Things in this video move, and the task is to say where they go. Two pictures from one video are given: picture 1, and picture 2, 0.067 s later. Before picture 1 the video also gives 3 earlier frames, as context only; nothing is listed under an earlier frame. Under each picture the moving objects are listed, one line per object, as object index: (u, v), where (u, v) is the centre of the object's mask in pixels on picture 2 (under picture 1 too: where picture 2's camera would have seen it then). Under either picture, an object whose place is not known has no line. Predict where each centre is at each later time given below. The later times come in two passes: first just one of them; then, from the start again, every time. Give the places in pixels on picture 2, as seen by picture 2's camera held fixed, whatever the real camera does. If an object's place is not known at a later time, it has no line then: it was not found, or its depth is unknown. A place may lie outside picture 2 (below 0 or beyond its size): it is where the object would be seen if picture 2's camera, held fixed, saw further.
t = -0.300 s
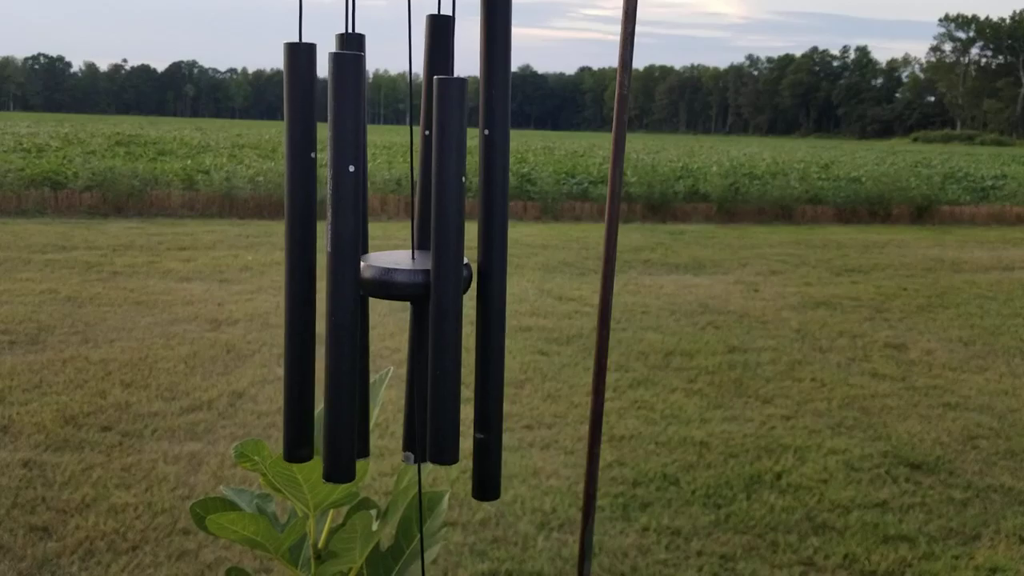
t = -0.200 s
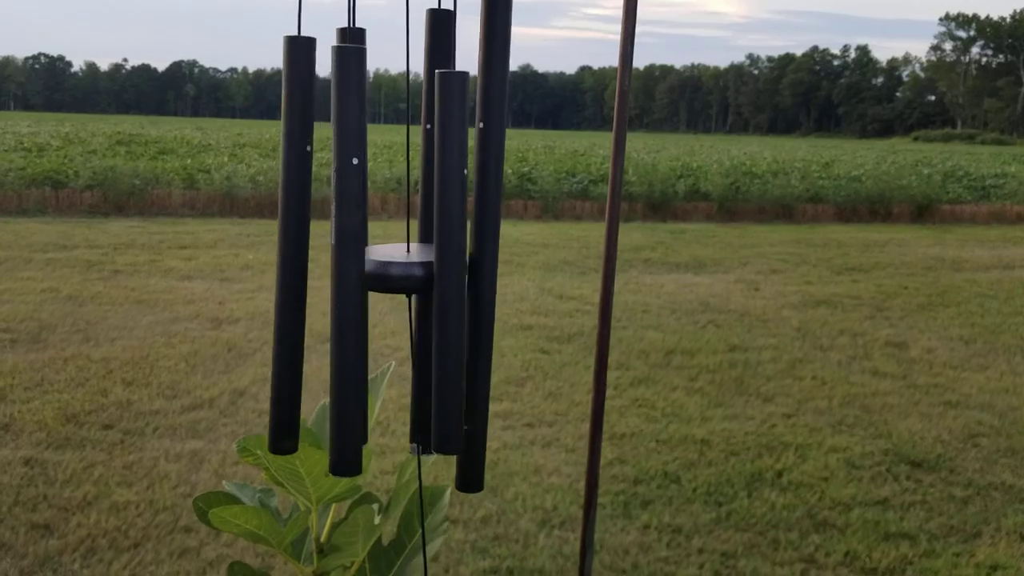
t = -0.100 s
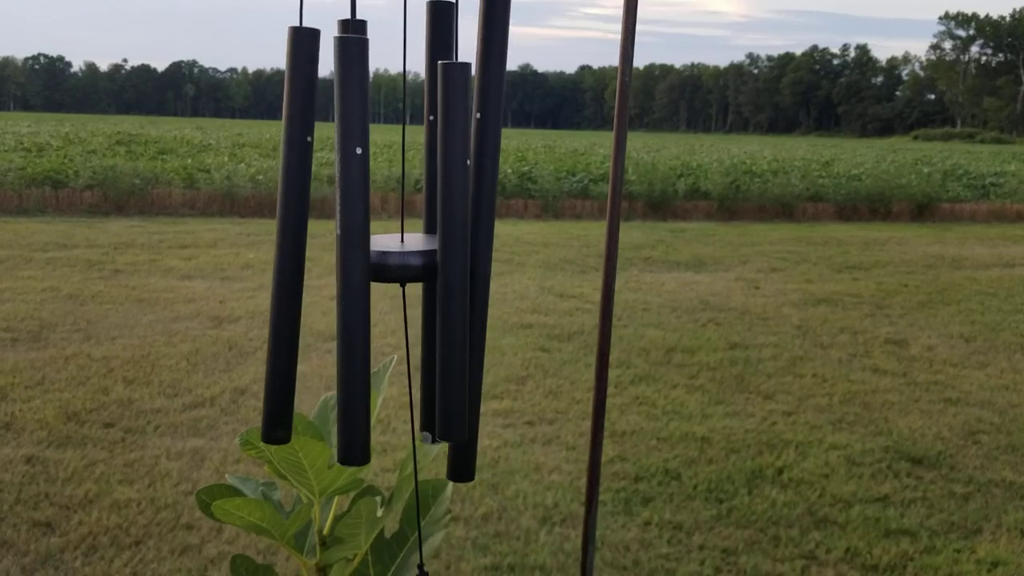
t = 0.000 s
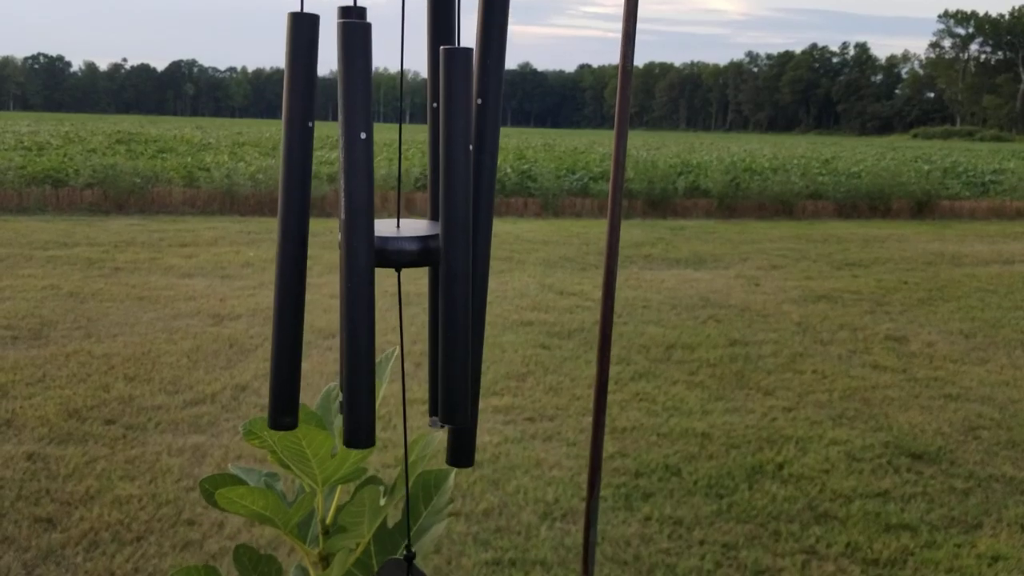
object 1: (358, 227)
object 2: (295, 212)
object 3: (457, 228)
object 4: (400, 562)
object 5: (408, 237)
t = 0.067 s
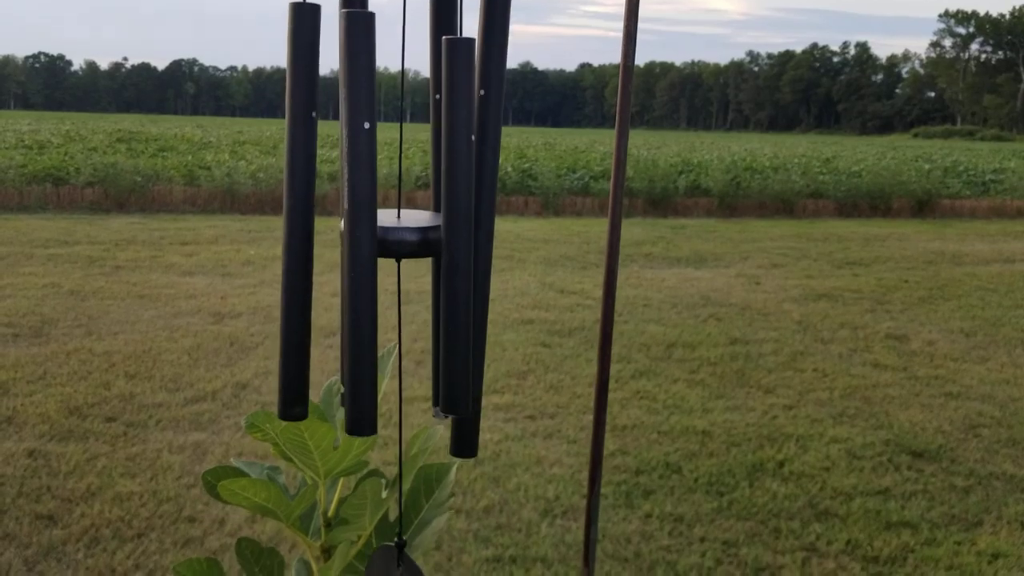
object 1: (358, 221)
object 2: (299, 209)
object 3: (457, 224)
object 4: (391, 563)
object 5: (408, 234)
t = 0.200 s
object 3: (458, 217)
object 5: (409, 228)
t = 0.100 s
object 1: (359, 217)
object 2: (301, 208)
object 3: (456, 221)
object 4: (386, 563)
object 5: (408, 232)
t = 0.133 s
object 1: (359, 215)
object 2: (305, 209)
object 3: (456, 219)
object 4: (380, 564)
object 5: (408, 230)
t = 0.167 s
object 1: (359, 216)
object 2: (309, 211)
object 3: (457, 219)
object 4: (377, 565)
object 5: (409, 229)
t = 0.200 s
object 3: (458, 217)
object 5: (409, 228)
